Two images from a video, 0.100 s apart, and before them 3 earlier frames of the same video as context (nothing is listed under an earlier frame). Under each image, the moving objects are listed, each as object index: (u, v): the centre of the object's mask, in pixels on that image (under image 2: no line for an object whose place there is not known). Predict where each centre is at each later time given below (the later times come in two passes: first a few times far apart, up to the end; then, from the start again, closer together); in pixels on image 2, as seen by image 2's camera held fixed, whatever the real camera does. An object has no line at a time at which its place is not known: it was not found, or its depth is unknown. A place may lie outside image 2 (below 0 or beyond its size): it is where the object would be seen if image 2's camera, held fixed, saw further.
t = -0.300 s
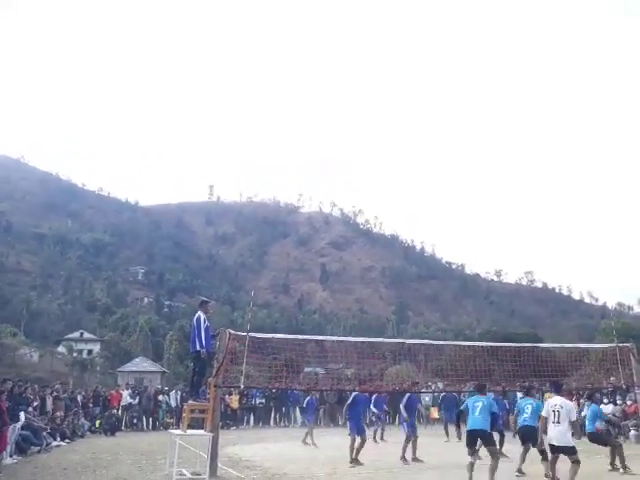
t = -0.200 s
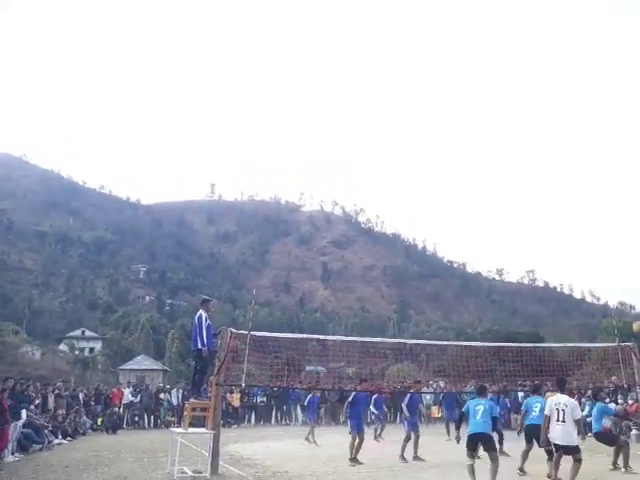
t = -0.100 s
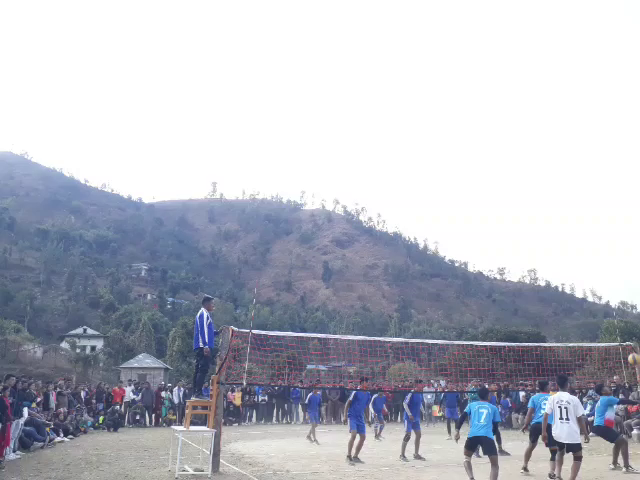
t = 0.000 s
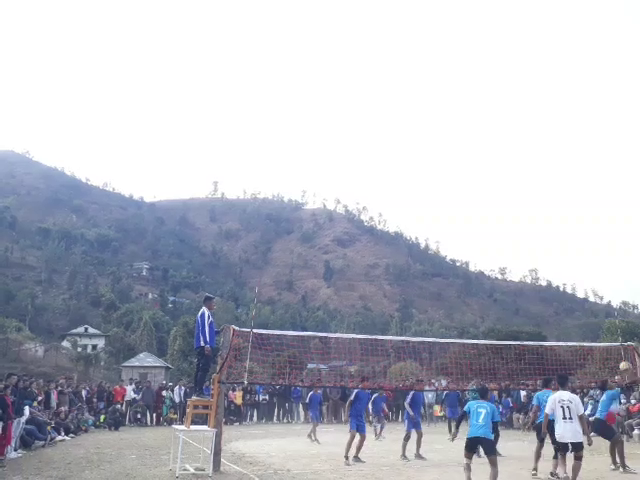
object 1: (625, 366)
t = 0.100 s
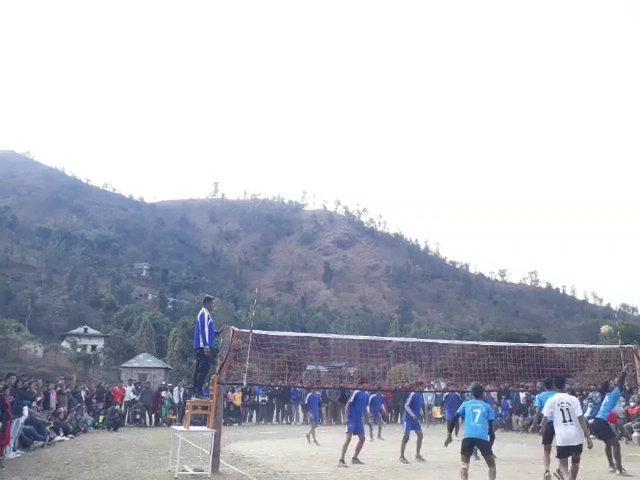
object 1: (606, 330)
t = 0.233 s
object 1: (583, 288)
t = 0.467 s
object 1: (545, 237)
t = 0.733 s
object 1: (505, 214)
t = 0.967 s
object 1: (471, 224)
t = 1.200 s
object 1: (437, 261)
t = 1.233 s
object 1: (433, 270)
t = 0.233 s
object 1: (583, 288)
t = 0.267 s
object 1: (578, 279)
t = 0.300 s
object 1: (572, 270)
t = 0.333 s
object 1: (566, 262)
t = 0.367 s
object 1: (561, 255)
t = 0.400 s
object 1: (556, 249)
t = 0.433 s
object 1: (551, 243)
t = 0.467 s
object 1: (545, 237)
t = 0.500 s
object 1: (540, 232)
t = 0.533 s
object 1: (535, 228)
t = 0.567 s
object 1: (530, 224)
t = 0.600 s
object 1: (525, 221)
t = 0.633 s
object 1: (521, 218)
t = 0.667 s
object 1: (515, 216)
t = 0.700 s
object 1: (511, 214)
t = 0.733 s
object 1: (505, 214)
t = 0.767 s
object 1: (500, 213)
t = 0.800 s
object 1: (496, 214)
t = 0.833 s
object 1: (491, 215)
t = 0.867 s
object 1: (486, 216)
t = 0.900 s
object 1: (481, 218)
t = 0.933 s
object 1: (476, 220)
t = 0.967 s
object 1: (471, 224)
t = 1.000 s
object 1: (466, 227)
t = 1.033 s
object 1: (461, 232)
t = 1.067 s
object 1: (457, 237)
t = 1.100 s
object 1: (452, 242)
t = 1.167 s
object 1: (443, 255)
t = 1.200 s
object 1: (437, 261)
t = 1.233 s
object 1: (433, 270)
